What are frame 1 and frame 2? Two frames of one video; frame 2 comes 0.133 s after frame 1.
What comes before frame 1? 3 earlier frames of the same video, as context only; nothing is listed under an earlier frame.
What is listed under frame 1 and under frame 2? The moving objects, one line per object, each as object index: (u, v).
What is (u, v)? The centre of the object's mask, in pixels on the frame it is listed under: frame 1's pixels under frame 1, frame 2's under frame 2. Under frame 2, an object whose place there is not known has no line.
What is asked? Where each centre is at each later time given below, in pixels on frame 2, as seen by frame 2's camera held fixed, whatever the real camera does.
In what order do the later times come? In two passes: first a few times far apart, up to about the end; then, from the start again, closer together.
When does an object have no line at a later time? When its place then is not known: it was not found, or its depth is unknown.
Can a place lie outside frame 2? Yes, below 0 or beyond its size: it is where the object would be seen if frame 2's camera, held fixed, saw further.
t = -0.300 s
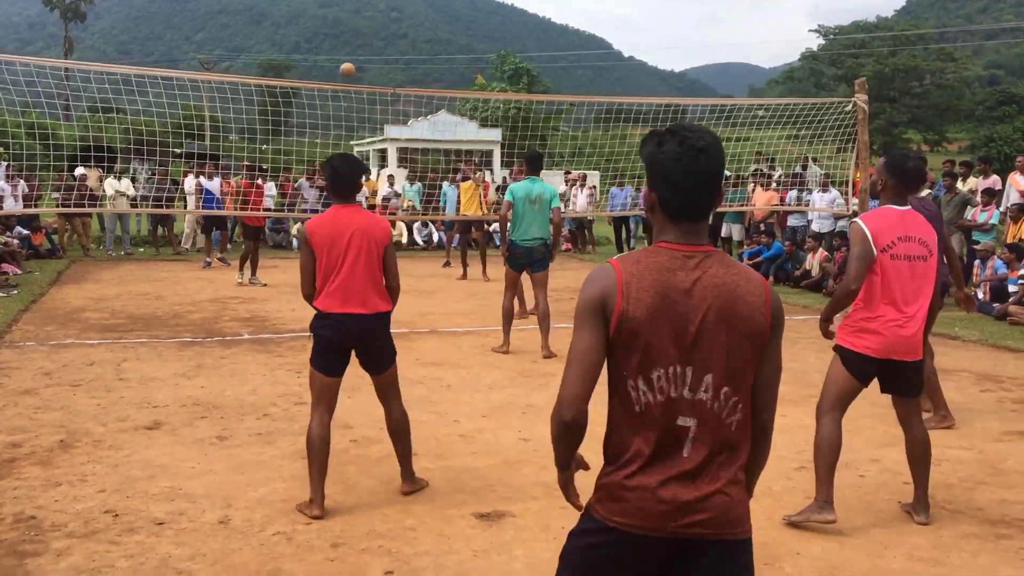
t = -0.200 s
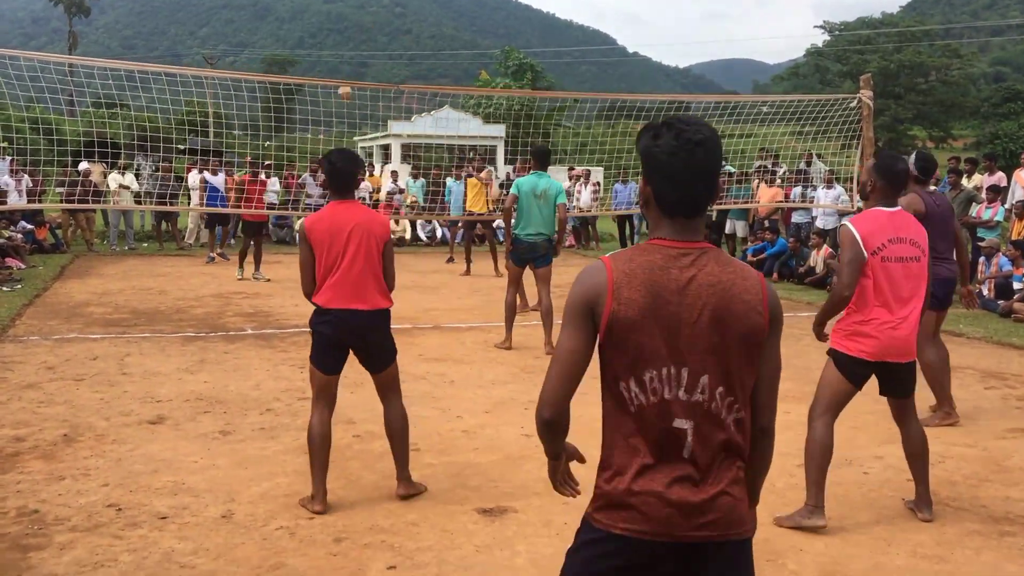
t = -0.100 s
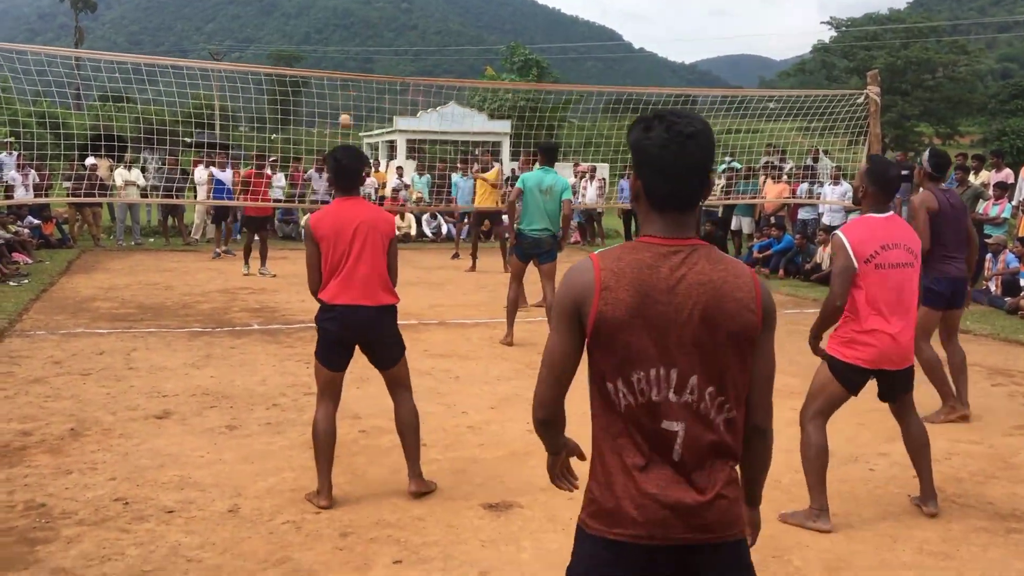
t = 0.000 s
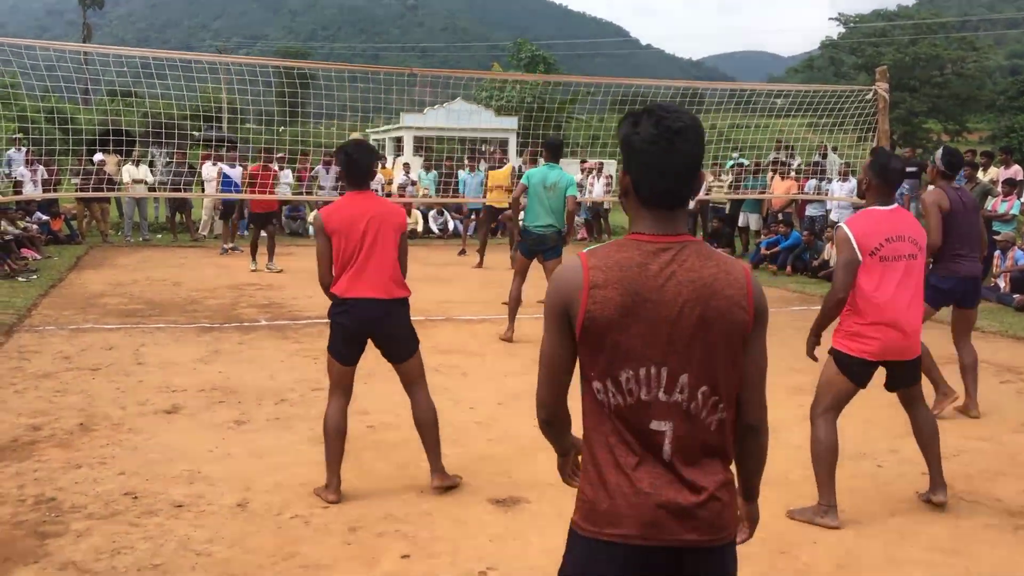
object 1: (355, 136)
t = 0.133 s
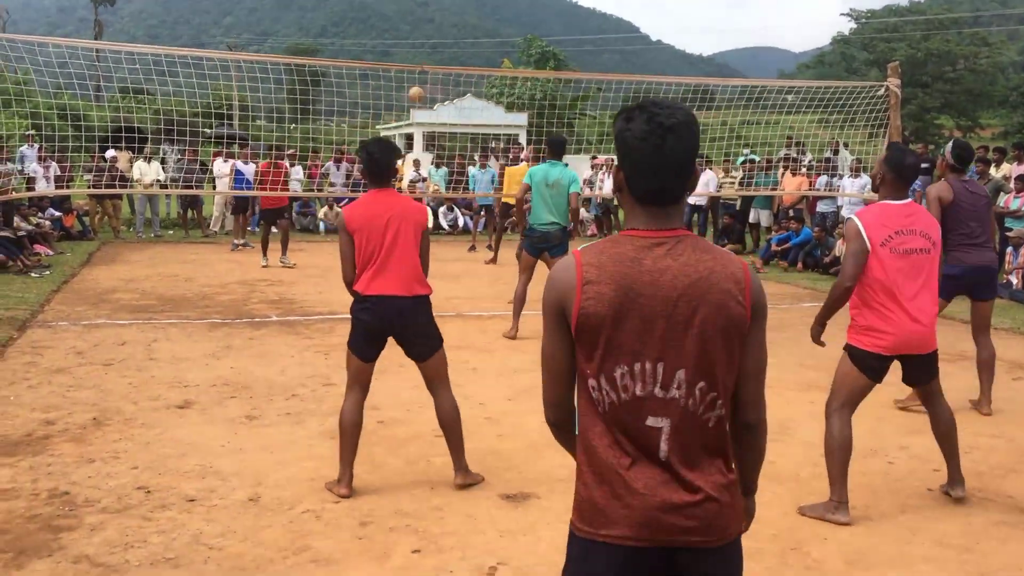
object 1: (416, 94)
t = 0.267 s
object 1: (476, 59)
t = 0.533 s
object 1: (627, 23)
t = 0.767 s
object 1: (820, 42)
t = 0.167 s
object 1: (430, 84)
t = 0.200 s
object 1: (445, 75)
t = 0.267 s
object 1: (476, 59)
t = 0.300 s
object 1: (491, 52)
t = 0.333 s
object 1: (508, 46)
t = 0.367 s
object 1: (526, 40)
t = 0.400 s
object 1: (545, 35)
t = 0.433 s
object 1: (564, 31)
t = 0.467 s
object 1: (584, 28)
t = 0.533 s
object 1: (627, 23)
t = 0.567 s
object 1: (650, 22)
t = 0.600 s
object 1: (674, 23)
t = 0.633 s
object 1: (700, 24)
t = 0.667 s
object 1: (727, 27)
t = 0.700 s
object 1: (756, 30)
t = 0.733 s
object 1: (787, 35)
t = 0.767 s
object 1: (820, 42)
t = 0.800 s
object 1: (853, 50)
